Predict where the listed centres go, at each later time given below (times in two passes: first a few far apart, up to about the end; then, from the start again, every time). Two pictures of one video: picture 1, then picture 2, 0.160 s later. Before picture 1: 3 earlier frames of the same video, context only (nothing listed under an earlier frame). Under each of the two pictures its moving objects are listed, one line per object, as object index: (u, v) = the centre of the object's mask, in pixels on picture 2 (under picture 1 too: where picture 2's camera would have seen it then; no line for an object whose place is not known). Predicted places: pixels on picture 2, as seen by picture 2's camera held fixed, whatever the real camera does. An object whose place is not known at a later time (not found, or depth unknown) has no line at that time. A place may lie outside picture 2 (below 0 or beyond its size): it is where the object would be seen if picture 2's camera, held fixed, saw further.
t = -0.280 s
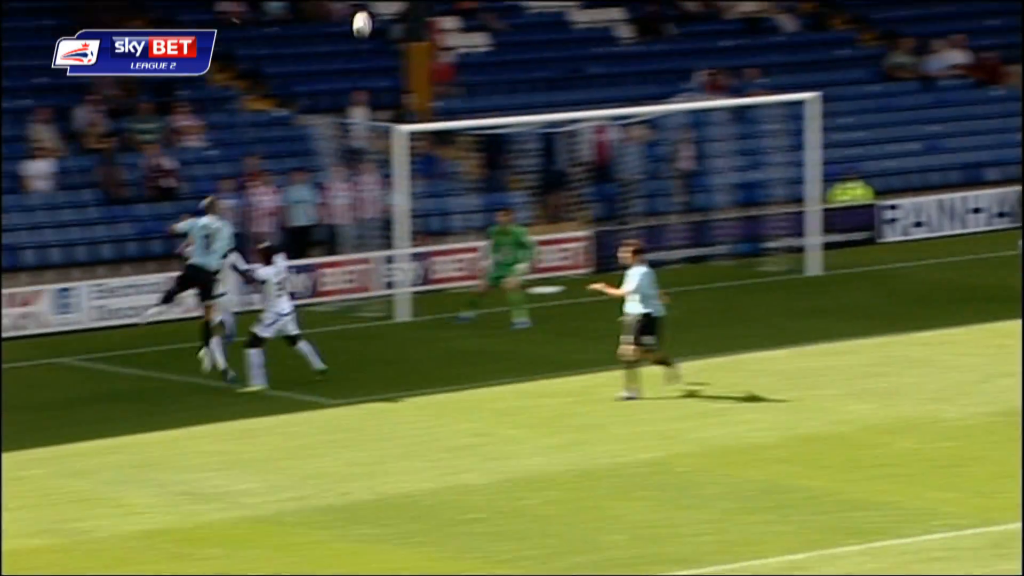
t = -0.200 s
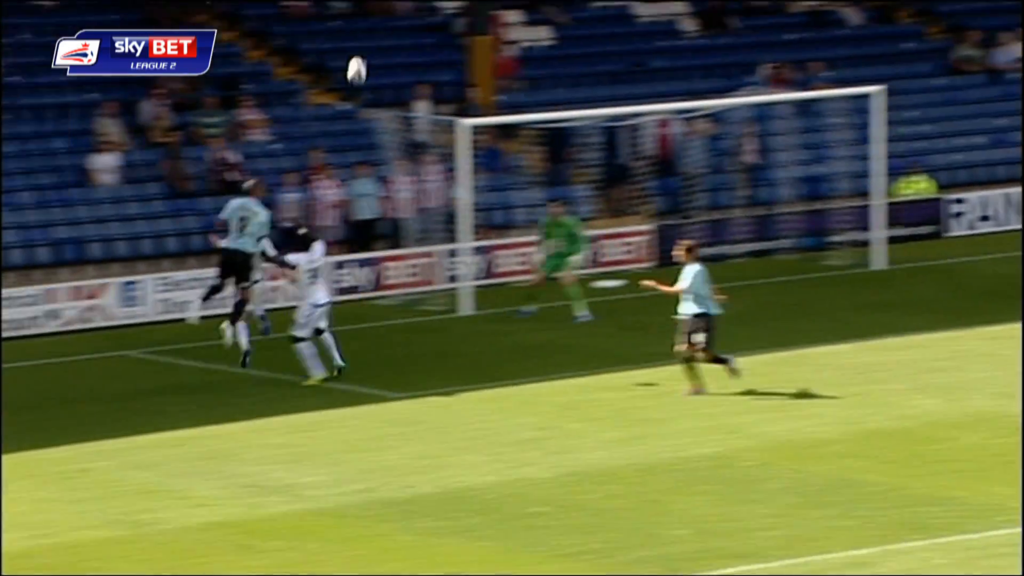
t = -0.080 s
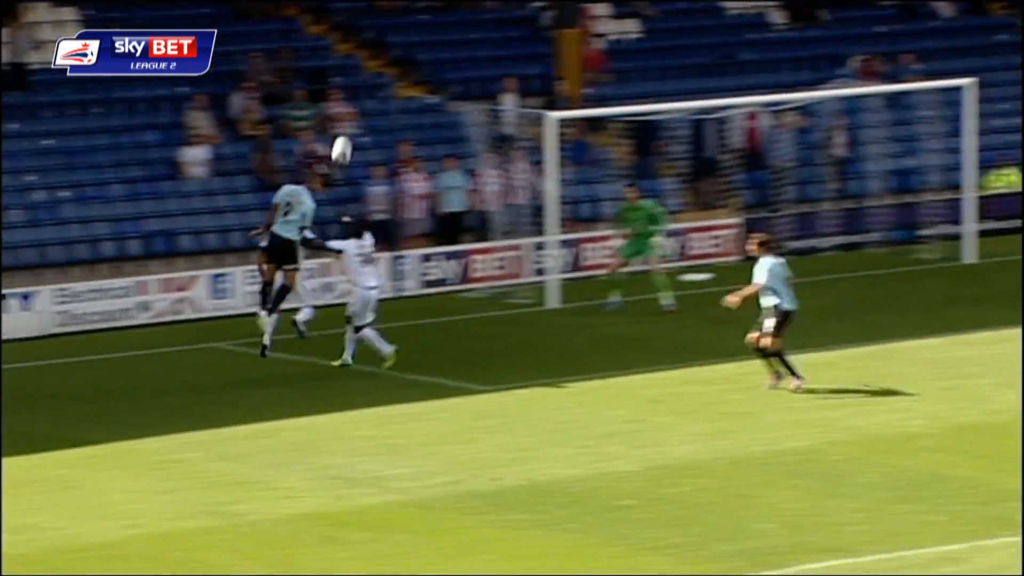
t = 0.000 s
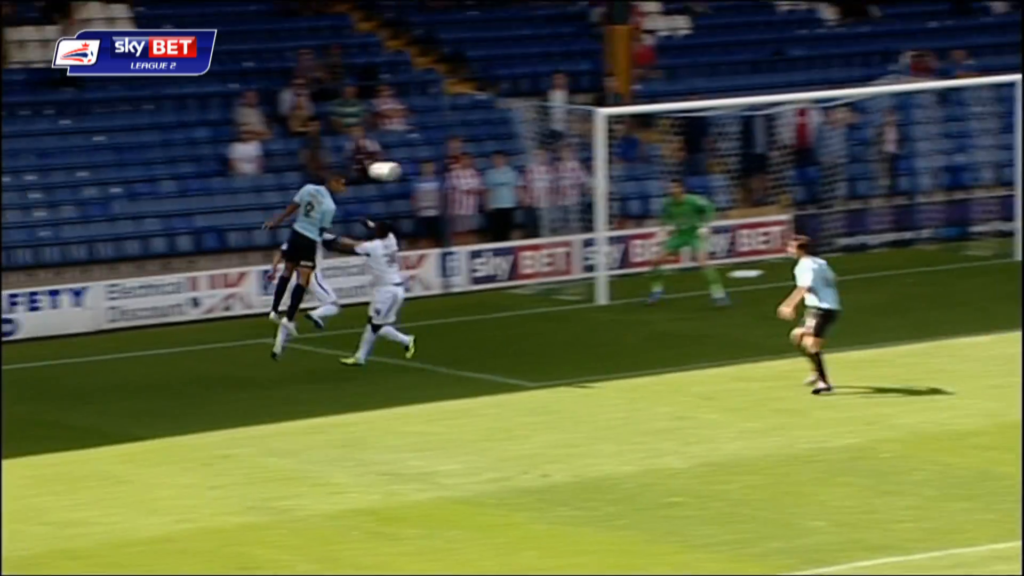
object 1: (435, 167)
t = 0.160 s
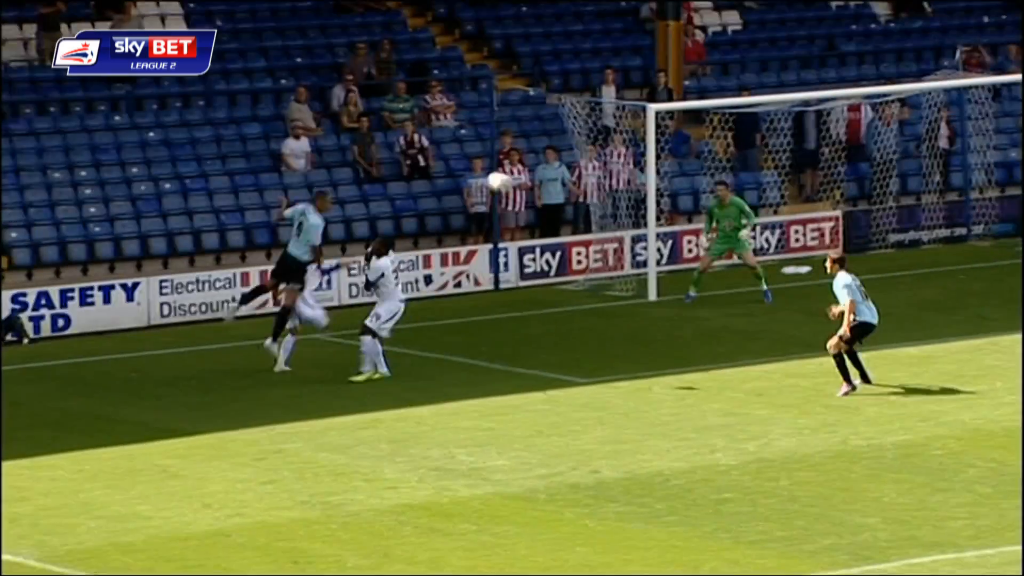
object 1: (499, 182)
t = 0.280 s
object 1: (547, 209)
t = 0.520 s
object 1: (640, 301)
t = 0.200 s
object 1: (515, 188)
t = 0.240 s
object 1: (532, 199)
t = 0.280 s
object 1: (547, 209)
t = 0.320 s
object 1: (563, 221)
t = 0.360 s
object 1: (578, 233)
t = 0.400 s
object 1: (594, 248)
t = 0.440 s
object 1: (609, 263)
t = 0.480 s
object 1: (625, 282)
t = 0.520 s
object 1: (640, 301)
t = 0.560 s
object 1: (655, 320)
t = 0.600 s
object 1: (671, 341)
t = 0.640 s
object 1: (686, 363)
